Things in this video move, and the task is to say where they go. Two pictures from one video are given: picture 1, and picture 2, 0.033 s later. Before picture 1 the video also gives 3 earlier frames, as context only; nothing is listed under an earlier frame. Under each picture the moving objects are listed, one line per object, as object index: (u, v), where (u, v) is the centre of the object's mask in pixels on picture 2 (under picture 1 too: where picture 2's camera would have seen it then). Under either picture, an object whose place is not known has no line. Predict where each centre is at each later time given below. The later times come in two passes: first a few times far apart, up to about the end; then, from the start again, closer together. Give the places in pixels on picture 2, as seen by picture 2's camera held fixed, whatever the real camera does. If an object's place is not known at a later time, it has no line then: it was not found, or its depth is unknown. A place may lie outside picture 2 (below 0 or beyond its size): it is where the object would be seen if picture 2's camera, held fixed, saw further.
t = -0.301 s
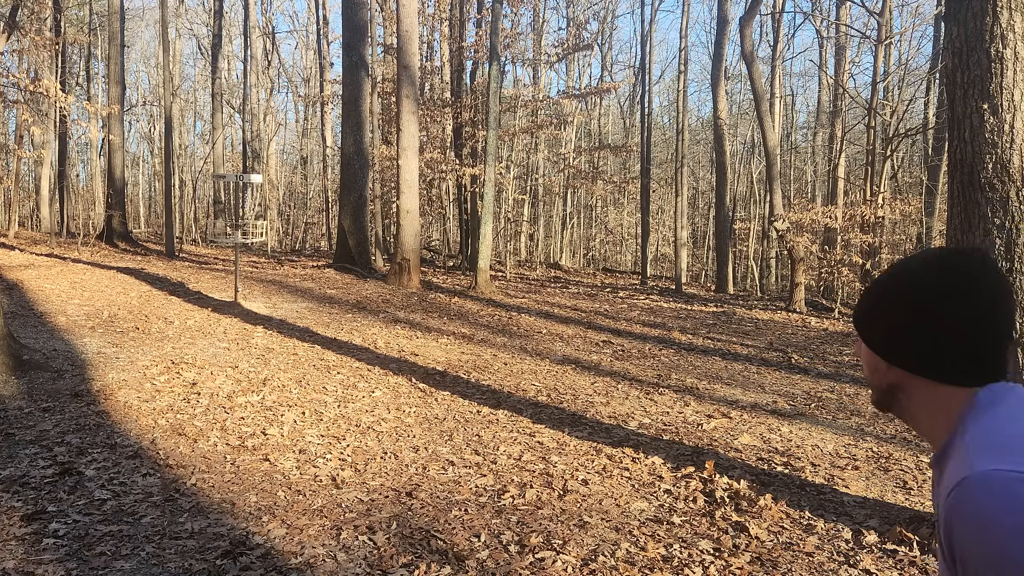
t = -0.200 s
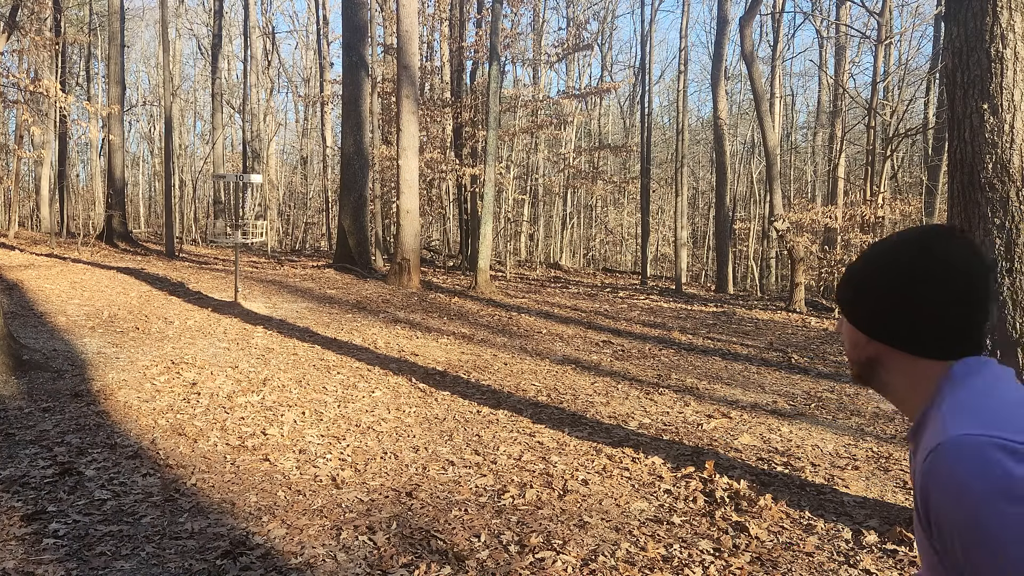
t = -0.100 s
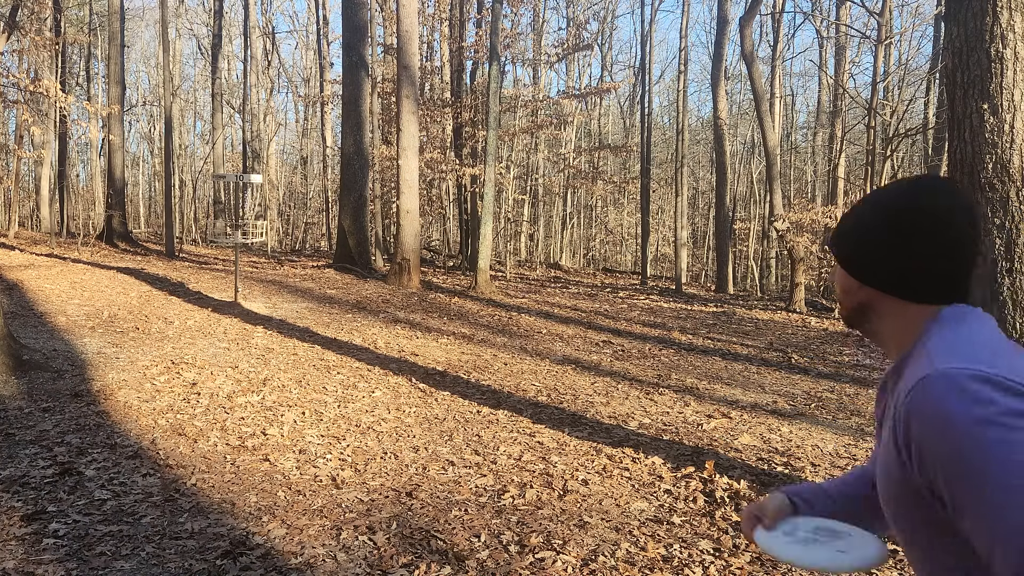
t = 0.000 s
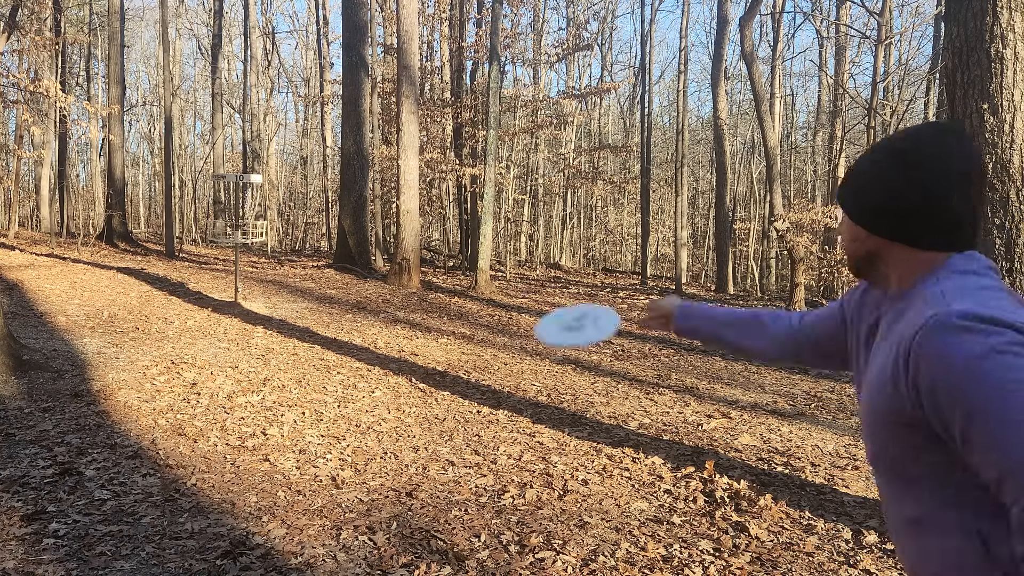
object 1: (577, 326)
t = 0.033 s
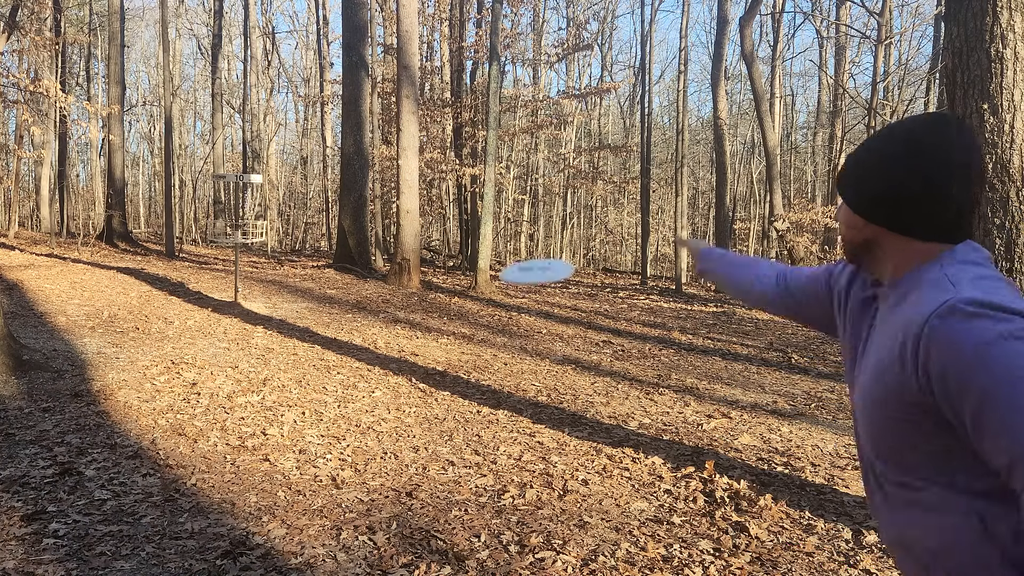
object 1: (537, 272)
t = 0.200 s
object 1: (431, 162)
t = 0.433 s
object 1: (368, 145)
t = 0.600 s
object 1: (342, 156)
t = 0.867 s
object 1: (307, 183)
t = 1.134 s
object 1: (271, 214)
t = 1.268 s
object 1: (251, 227)
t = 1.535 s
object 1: (202, 267)
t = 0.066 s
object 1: (506, 233)
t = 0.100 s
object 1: (482, 206)
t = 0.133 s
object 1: (461, 187)
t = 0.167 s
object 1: (445, 172)
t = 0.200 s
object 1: (431, 162)
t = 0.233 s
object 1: (418, 155)
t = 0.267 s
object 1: (407, 149)
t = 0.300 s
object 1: (399, 146)
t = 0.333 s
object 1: (389, 144)
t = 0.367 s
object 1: (382, 144)
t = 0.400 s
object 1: (375, 144)
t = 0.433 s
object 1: (368, 145)
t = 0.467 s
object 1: (363, 147)
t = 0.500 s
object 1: (357, 148)
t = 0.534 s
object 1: (352, 151)
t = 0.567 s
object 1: (347, 153)
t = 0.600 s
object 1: (342, 156)
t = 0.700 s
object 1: (327, 166)
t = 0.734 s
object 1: (324, 168)
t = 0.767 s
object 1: (321, 171)
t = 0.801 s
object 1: (314, 175)
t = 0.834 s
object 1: (311, 180)
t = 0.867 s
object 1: (307, 183)
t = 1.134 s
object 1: (271, 214)
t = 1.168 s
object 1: (265, 217)
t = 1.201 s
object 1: (261, 222)
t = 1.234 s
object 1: (256, 225)
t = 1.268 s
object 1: (251, 227)
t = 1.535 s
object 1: (202, 267)
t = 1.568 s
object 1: (196, 270)
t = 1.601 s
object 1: (192, 267)
